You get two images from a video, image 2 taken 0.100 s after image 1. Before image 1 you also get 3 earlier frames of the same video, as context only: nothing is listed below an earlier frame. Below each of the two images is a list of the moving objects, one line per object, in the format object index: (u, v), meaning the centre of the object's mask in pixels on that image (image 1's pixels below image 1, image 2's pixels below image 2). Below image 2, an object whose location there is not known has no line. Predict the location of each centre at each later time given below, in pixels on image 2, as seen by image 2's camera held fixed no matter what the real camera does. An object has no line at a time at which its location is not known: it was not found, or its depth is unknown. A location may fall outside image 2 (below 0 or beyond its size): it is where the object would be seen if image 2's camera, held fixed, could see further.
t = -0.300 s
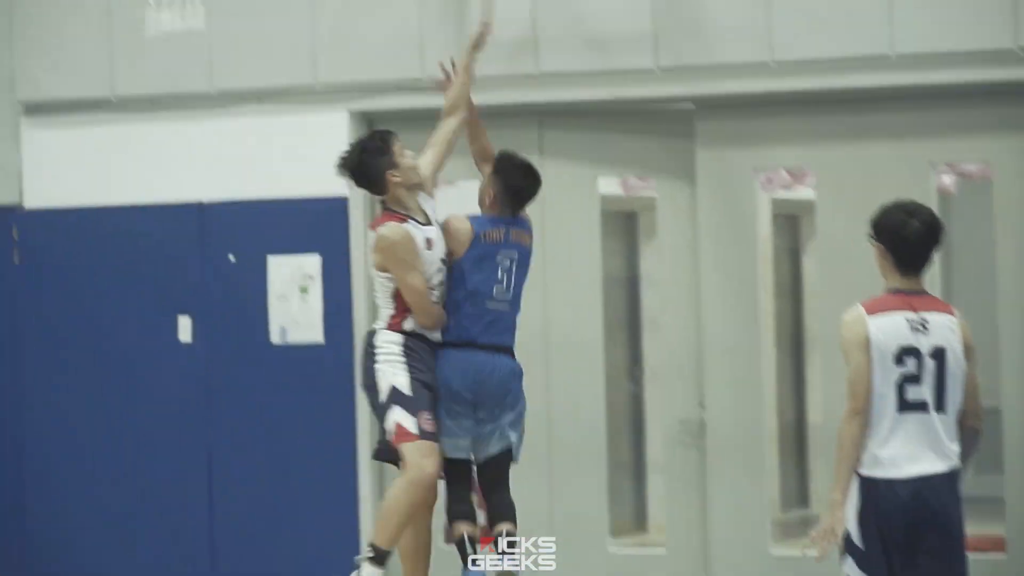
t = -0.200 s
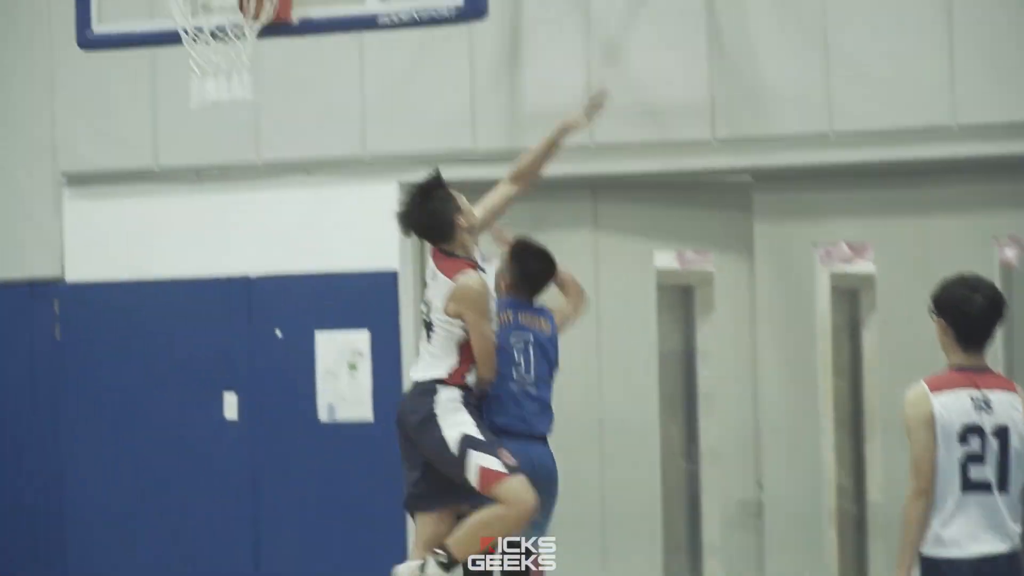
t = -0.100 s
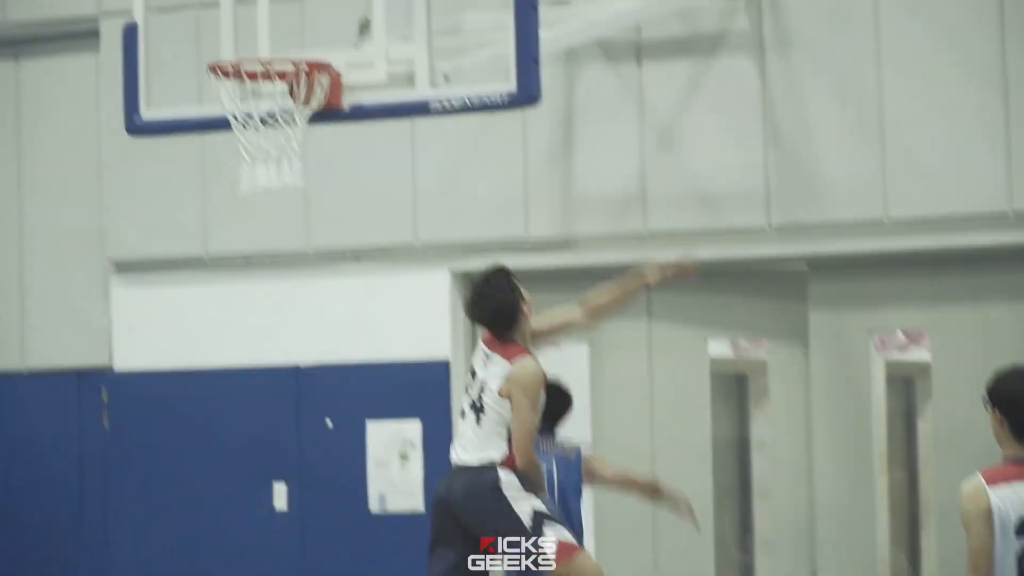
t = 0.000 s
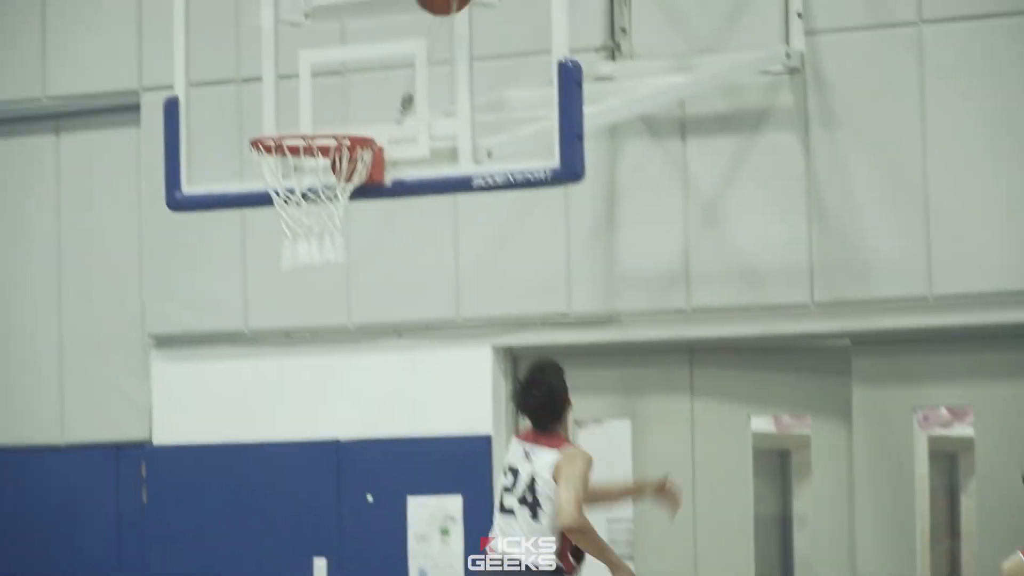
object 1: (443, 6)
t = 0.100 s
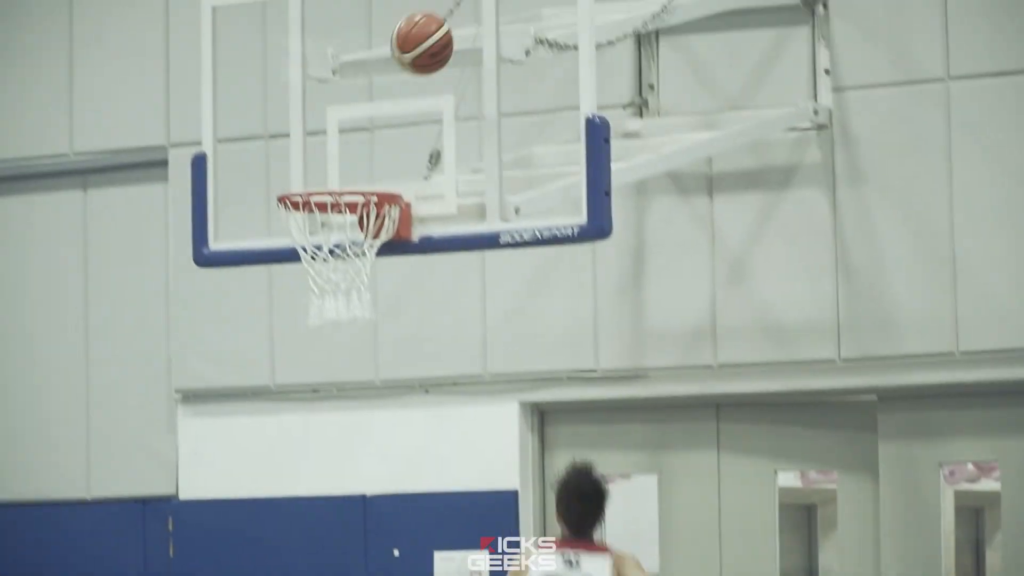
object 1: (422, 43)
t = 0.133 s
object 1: (407, 50)
